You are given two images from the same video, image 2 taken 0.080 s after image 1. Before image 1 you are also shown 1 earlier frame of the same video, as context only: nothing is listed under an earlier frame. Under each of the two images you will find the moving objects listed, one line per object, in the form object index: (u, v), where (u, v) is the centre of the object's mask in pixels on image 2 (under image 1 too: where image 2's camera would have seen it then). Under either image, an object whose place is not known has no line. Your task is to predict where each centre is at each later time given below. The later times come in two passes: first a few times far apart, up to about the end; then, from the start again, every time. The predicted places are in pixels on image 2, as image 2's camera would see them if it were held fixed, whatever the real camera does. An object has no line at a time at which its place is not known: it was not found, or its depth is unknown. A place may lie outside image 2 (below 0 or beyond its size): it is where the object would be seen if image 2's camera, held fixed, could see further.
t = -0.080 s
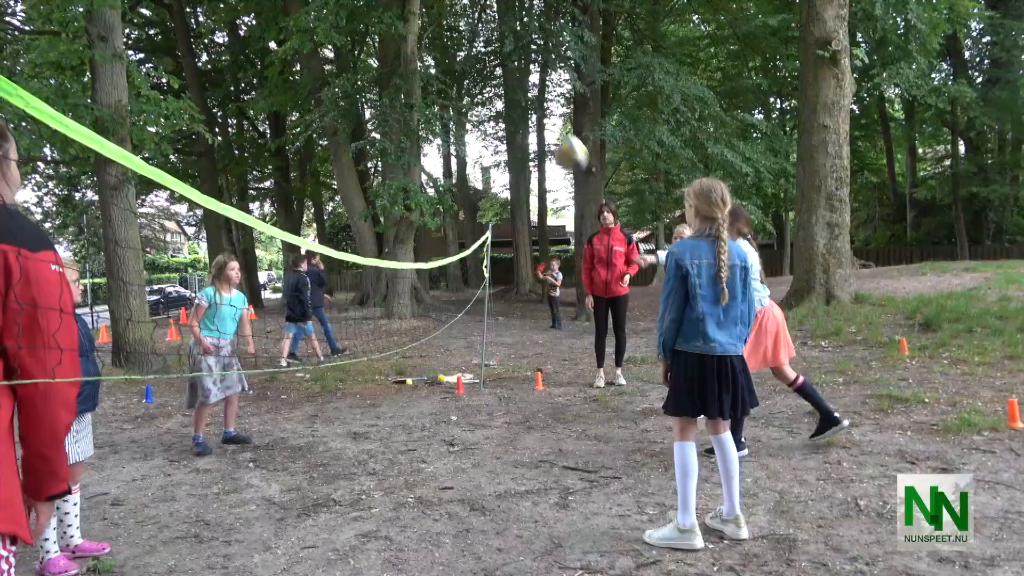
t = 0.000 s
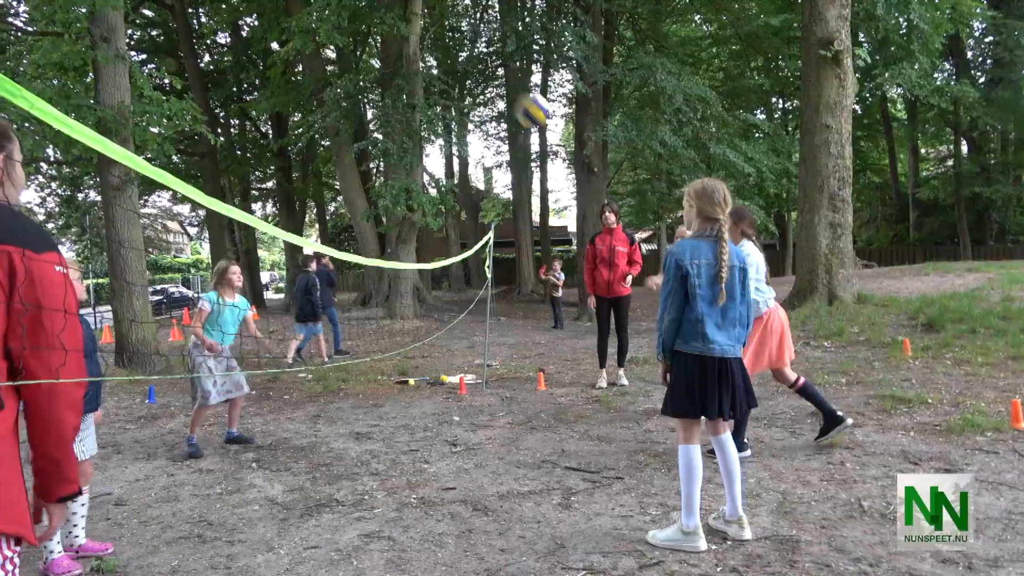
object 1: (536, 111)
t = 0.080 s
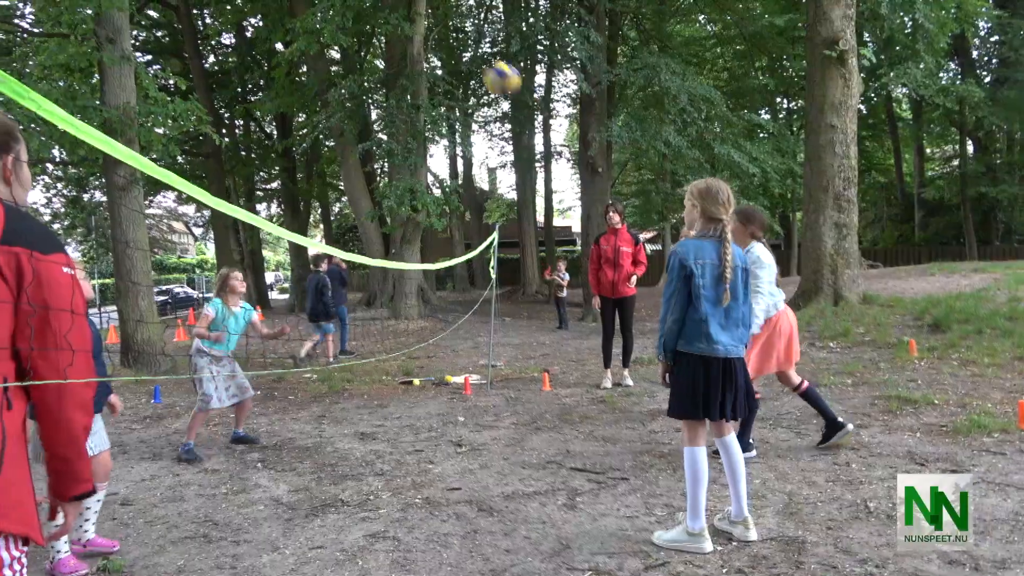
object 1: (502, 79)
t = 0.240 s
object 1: (436, 46)
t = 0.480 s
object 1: (347, 69)
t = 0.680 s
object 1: (278, 149)
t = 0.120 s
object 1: (484, 68)
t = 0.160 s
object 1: (468, 58)
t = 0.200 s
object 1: (451, 49)
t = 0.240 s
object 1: (436, 46)
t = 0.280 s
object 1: (419, 43)
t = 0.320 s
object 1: (404, 44)
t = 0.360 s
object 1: (390, 46)
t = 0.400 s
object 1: (373, 52)
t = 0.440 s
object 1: (358, 59)
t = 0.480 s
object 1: (347, 69)
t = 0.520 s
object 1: (331, 81)
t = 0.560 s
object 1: (317, 94)
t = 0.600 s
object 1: (304, 110)
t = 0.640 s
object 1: (291, 129)
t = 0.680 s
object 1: (278, 149)
